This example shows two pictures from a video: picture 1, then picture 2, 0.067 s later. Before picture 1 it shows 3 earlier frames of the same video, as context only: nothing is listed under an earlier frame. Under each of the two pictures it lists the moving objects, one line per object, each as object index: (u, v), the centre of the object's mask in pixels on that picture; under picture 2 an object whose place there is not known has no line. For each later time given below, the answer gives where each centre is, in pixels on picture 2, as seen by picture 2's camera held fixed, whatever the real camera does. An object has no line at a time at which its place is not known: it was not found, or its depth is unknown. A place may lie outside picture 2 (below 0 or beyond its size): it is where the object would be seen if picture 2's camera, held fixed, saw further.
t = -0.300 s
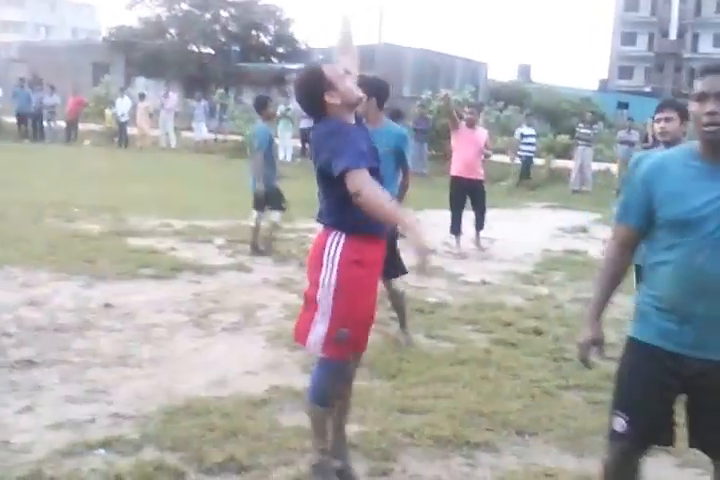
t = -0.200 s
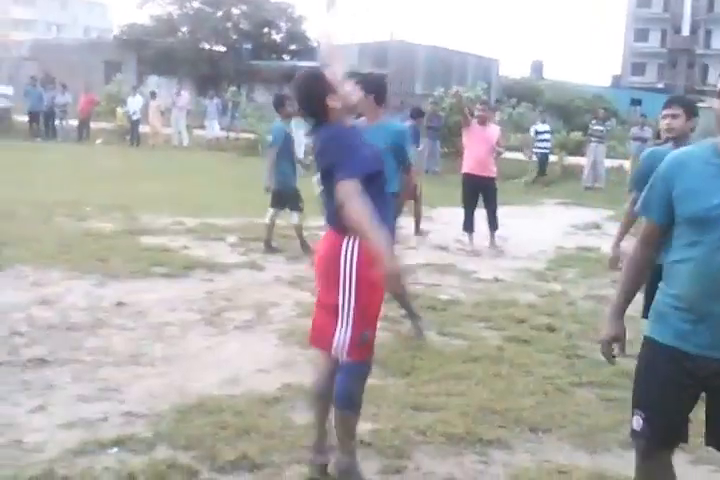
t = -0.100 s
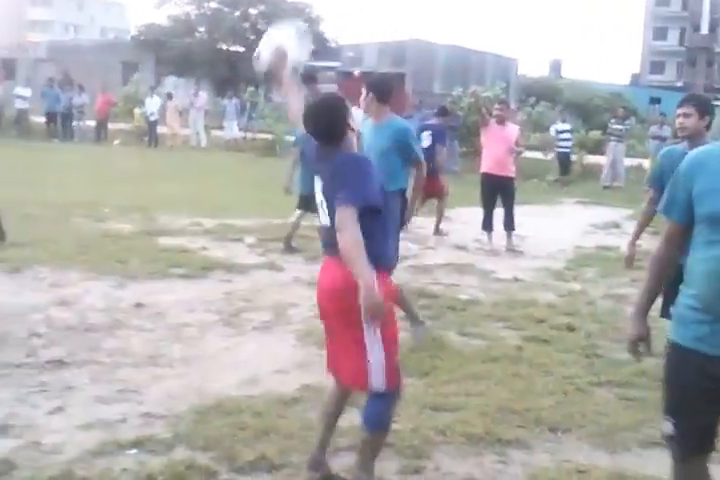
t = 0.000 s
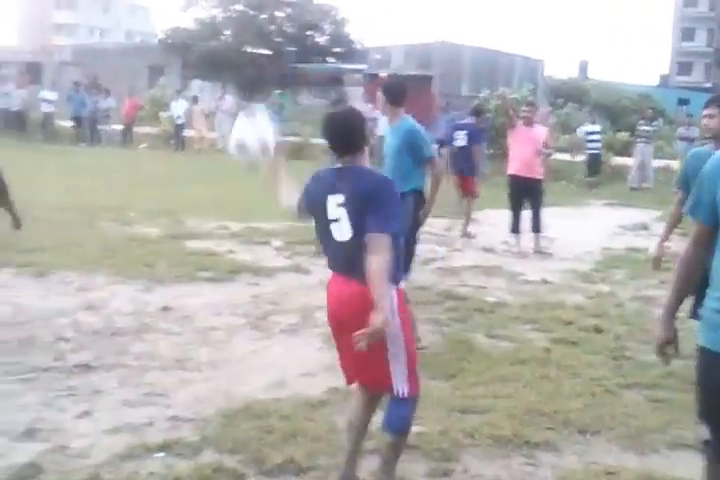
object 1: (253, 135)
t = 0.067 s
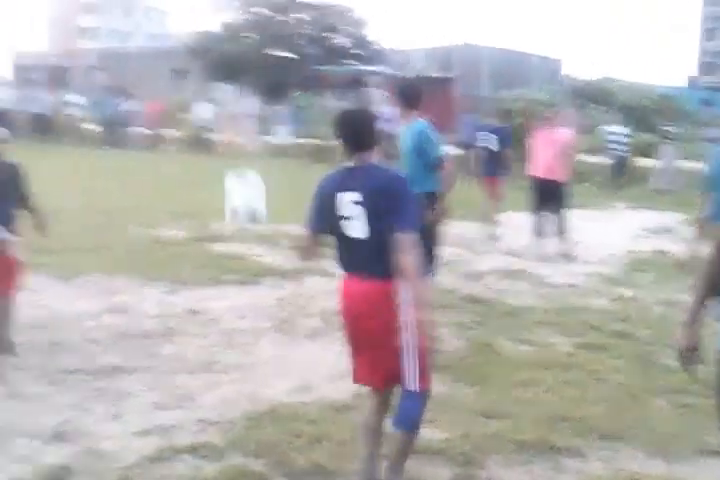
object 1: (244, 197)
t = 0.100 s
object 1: (231, 227)
